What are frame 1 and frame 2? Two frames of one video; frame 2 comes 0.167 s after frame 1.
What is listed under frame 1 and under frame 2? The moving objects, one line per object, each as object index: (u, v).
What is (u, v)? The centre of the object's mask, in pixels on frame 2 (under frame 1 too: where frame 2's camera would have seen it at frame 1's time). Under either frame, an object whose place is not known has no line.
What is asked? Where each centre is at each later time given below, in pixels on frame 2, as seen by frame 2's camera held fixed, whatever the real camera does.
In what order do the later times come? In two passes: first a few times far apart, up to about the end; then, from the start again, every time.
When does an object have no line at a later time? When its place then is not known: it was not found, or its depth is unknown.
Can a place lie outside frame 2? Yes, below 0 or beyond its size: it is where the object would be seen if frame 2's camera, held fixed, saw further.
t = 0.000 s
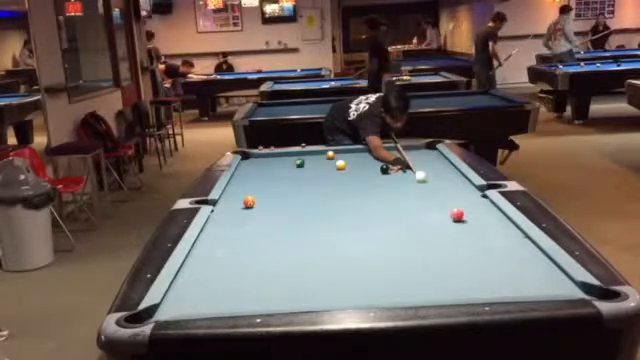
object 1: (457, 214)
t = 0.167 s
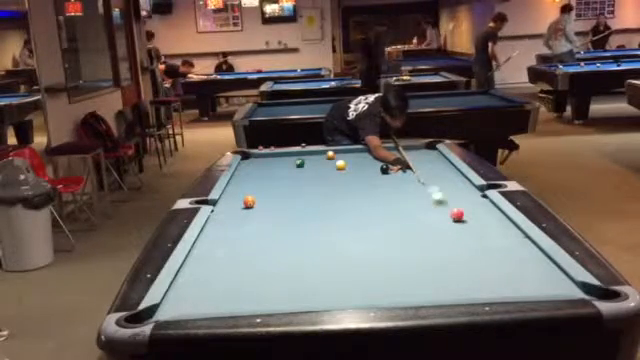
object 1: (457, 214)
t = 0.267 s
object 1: (457, 214)
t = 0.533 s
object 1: (508, 245)
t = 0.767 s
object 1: (561, 278)
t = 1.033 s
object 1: (589, 290)
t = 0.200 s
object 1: (457, 214)
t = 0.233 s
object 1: (457, 214)
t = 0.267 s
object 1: (457, 214)
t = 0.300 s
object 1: (462, 218)
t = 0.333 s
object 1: (470, 222)
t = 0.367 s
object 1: (476, 226)
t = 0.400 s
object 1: (482, 230)
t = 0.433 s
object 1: (488, 233)
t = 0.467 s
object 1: (495, 238)
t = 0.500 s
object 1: (502, 241)
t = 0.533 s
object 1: (508, 245)
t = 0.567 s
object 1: (515, 249)
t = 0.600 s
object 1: (522, 254)
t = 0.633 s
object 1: (529, 257)
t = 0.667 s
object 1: (536, 263)
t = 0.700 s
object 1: (545, 268)
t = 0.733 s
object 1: (553, 273)
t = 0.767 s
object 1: (561, 278)
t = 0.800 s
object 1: (564, 281)
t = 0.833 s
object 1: (568, 286)
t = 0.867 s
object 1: (569, 289)
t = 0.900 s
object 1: (574, 292)
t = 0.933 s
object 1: (578, 292)
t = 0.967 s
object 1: (581, 291)
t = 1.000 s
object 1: (588, 291)
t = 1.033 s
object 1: (589, 290)
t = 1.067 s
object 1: (591, 293)
